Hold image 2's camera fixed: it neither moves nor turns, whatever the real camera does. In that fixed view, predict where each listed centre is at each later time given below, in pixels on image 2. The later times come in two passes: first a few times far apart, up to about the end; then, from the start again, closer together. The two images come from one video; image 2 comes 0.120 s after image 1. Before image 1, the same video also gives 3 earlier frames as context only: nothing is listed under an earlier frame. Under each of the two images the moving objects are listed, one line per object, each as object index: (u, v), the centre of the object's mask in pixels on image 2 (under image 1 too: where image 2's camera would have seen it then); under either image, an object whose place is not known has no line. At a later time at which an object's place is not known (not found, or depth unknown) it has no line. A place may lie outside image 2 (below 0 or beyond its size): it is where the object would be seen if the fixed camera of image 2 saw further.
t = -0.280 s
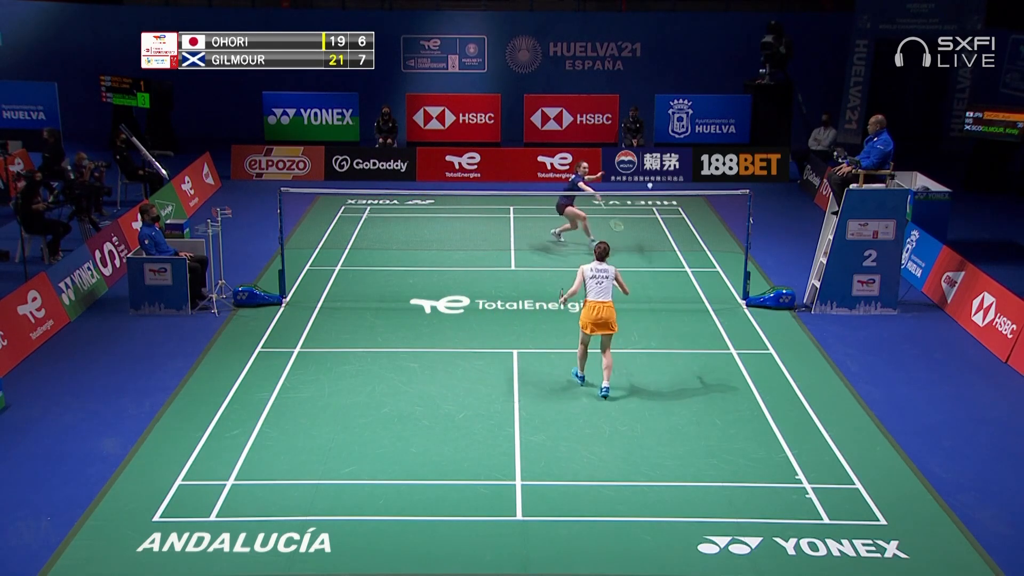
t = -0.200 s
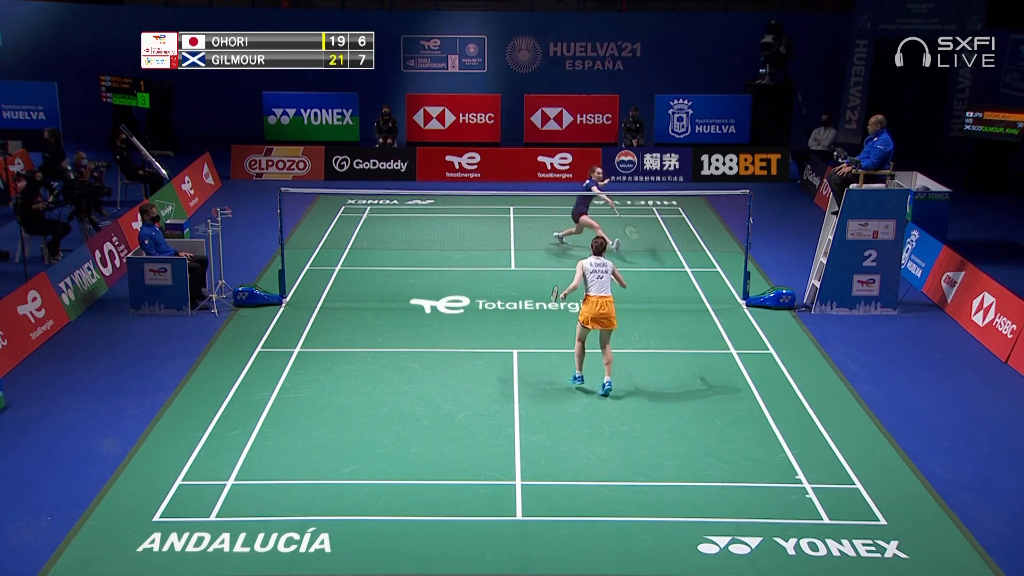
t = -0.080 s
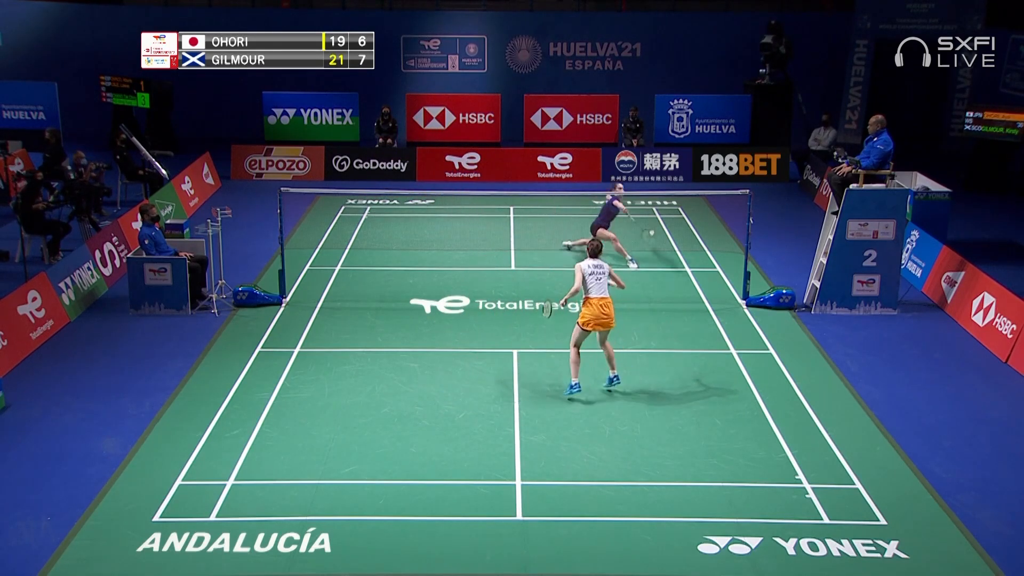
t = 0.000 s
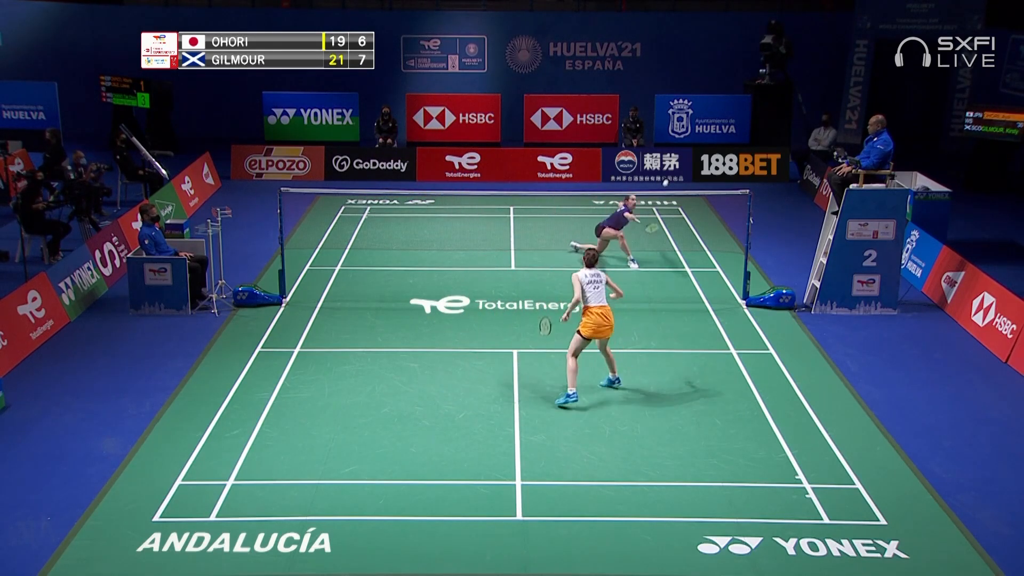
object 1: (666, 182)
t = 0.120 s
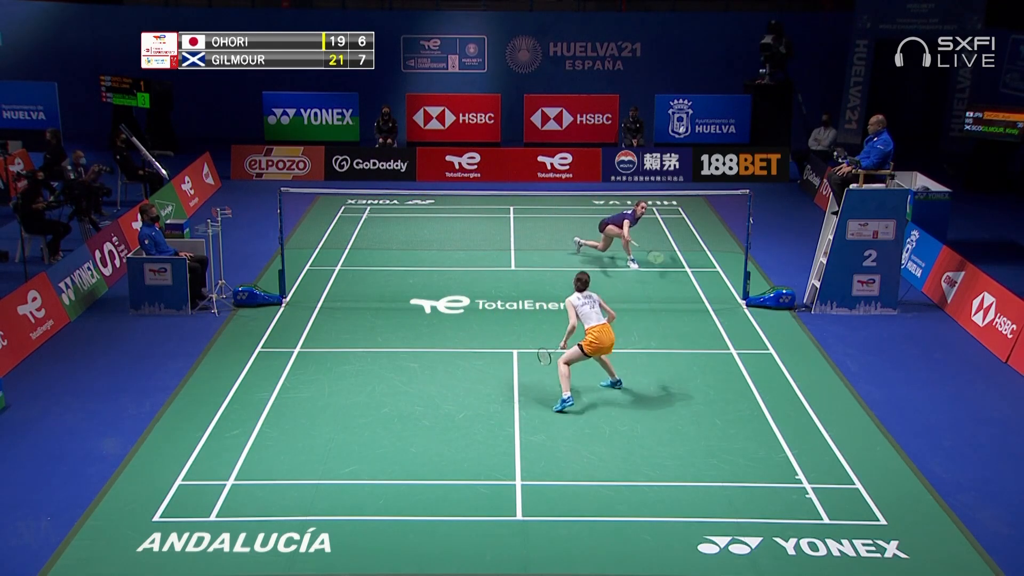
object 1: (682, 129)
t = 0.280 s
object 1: (700, 81)
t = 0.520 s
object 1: (716, 62)
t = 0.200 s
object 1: (691, 103)
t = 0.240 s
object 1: (695, 92)
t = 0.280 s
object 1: (700, 81)
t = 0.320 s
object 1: (702, 75)
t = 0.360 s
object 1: (705, 70)
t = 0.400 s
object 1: (708, 66)
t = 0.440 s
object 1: (711, 63)
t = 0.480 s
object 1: (714, 62)
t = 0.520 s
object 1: (716, 62)
